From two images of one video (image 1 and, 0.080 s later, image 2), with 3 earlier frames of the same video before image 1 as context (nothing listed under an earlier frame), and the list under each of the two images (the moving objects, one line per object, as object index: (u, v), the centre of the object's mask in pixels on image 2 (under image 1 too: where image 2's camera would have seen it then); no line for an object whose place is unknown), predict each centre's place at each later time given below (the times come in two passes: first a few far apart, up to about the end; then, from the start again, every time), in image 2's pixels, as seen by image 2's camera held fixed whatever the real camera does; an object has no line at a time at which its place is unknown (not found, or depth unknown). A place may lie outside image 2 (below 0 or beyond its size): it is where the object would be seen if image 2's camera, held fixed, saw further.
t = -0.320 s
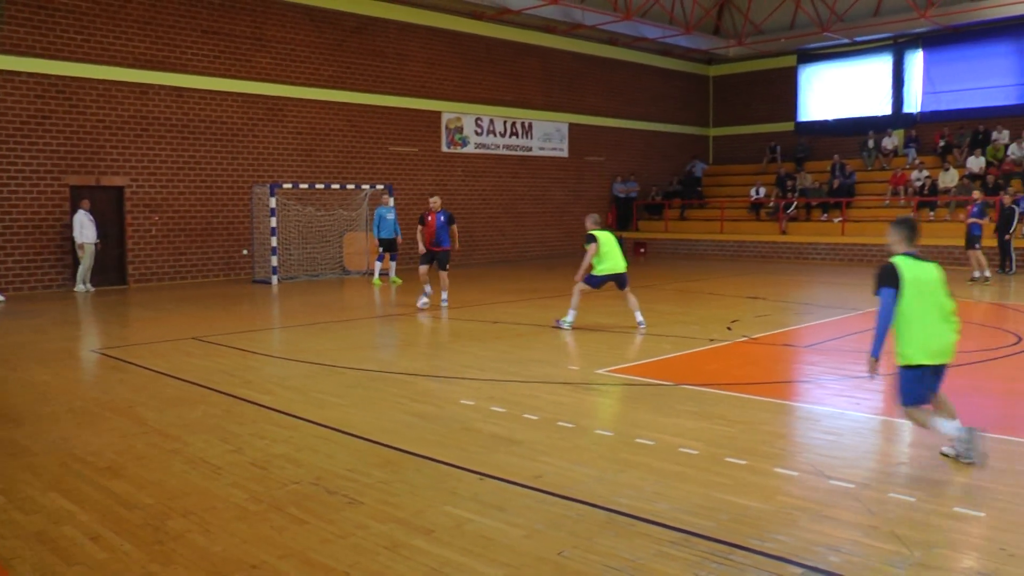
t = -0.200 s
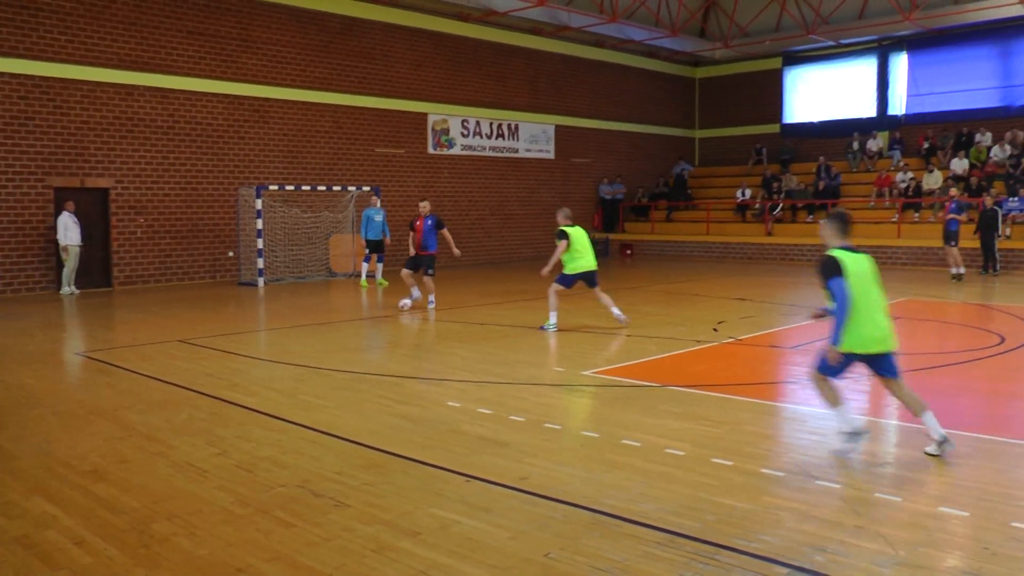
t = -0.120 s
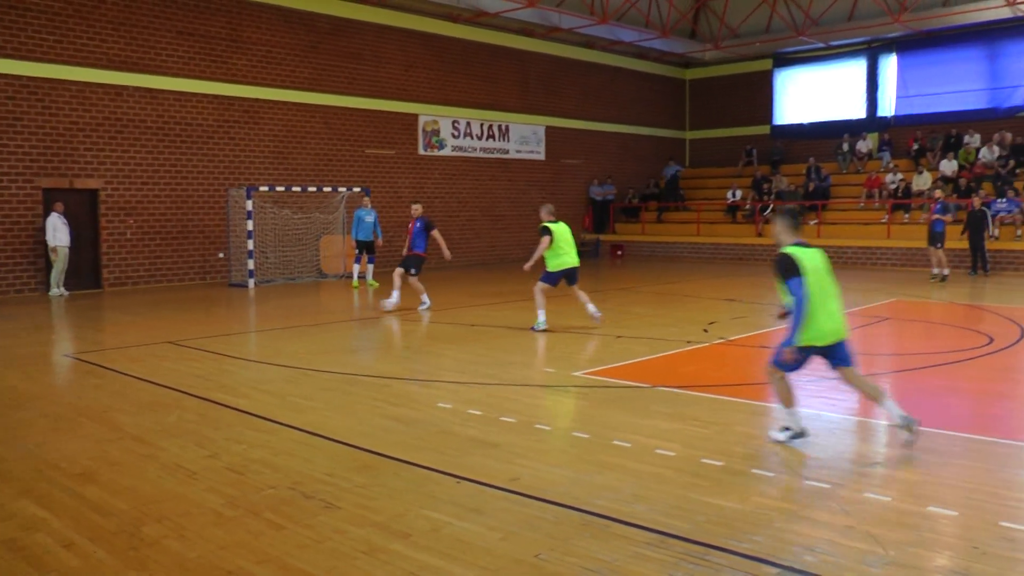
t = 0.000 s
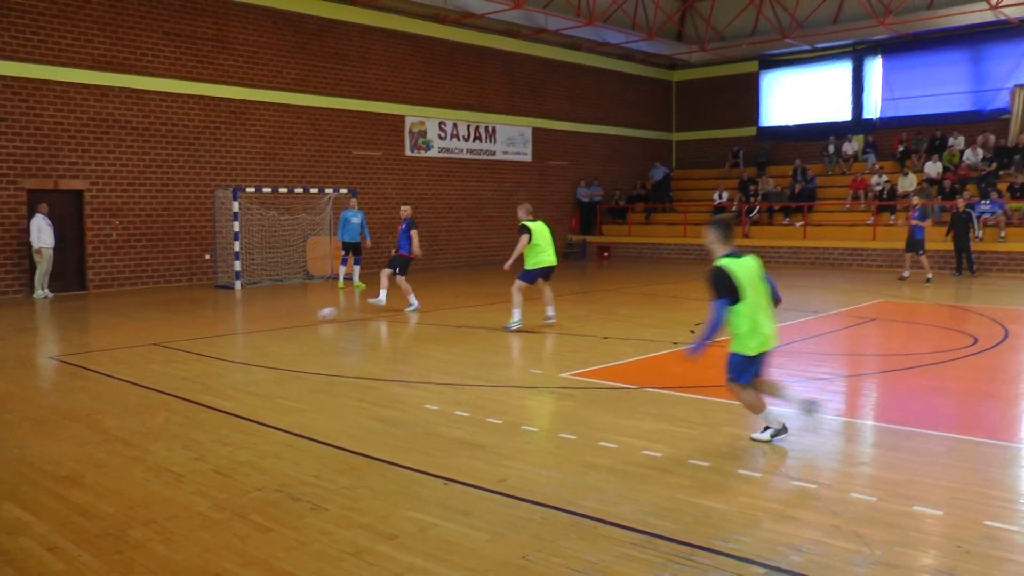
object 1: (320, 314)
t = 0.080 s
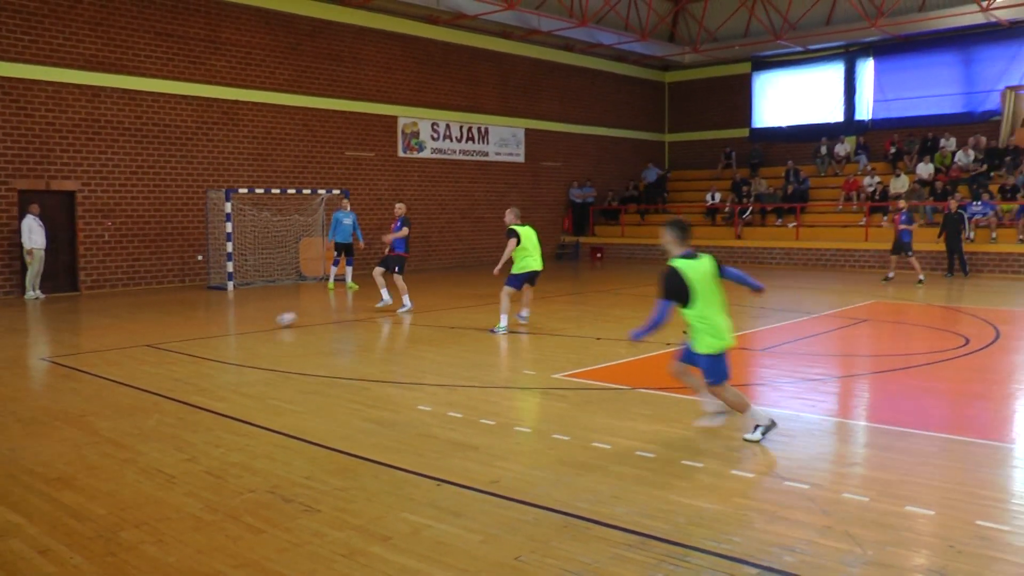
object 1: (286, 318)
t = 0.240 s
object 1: (218, 329)
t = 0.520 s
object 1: (99, 347)
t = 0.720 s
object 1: (8, 361)
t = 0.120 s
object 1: (269, 321)
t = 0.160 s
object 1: (252, 324)
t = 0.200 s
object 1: (236, 326)
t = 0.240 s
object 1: (218, 329)
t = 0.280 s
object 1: (201, 331)
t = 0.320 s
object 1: (185, 334)
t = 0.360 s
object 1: (167, 337)
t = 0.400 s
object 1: (150, 339)
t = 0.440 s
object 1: (133, 342)
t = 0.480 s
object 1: (116, 344)
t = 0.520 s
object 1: (99, 347)
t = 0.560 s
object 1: (82, 349)
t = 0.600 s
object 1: (64, 353)
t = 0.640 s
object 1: (46, 354)
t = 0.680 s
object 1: (27, 357)
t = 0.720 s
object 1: (8, 361)
